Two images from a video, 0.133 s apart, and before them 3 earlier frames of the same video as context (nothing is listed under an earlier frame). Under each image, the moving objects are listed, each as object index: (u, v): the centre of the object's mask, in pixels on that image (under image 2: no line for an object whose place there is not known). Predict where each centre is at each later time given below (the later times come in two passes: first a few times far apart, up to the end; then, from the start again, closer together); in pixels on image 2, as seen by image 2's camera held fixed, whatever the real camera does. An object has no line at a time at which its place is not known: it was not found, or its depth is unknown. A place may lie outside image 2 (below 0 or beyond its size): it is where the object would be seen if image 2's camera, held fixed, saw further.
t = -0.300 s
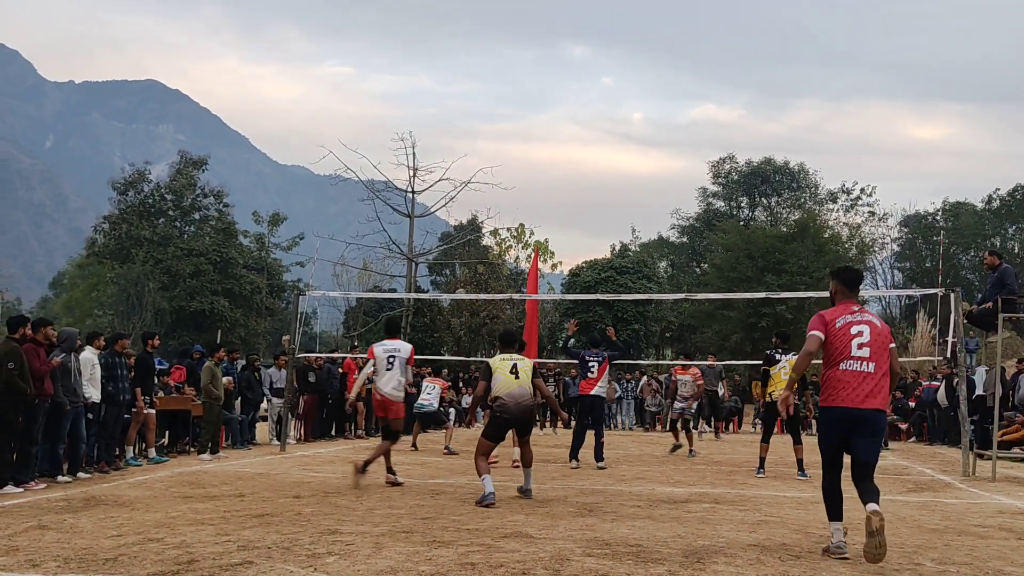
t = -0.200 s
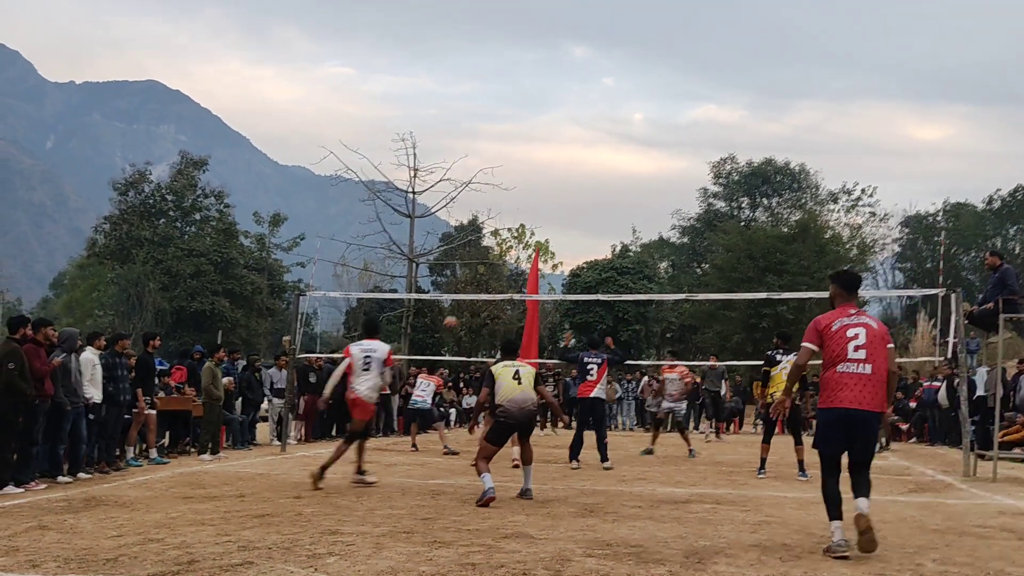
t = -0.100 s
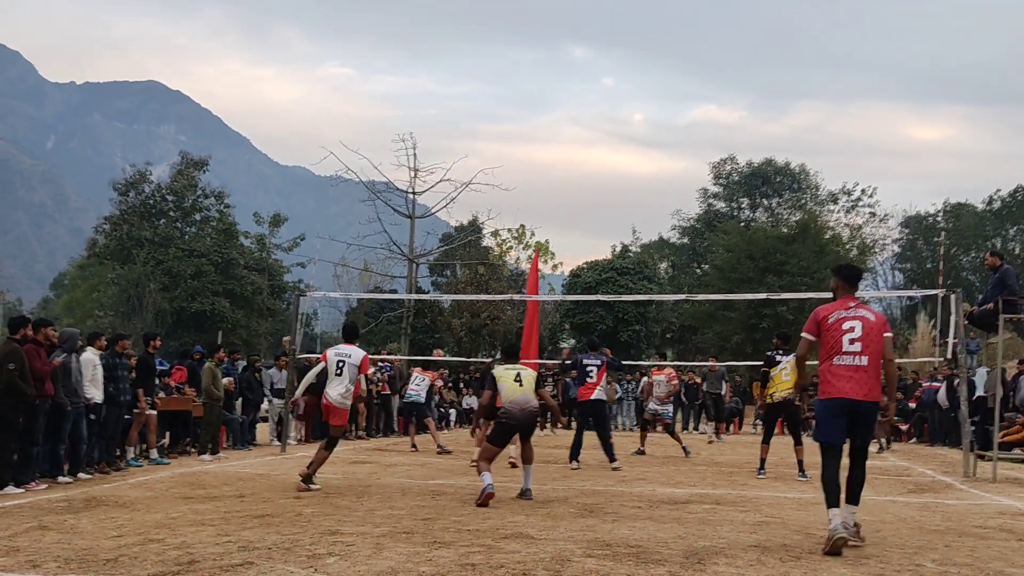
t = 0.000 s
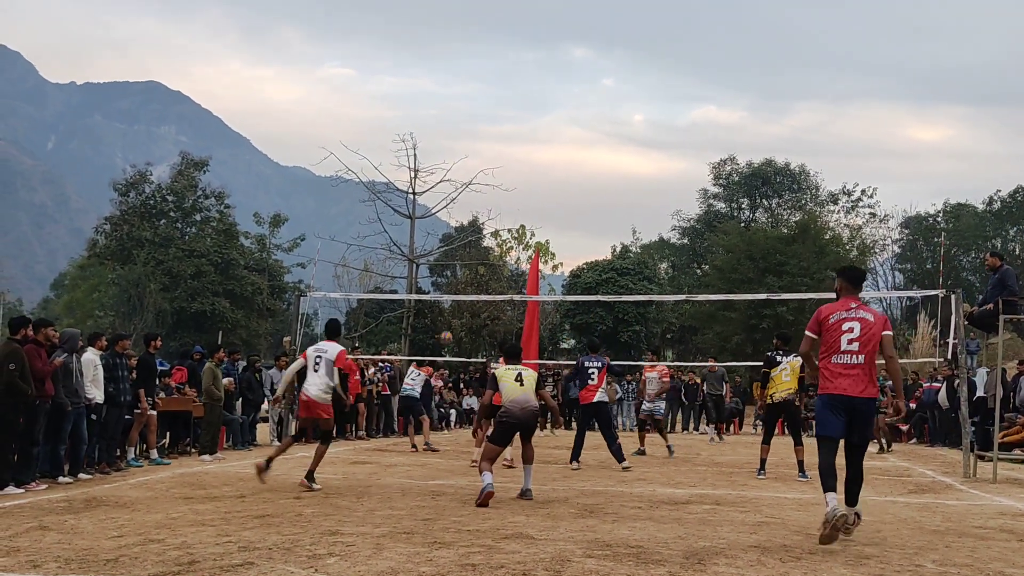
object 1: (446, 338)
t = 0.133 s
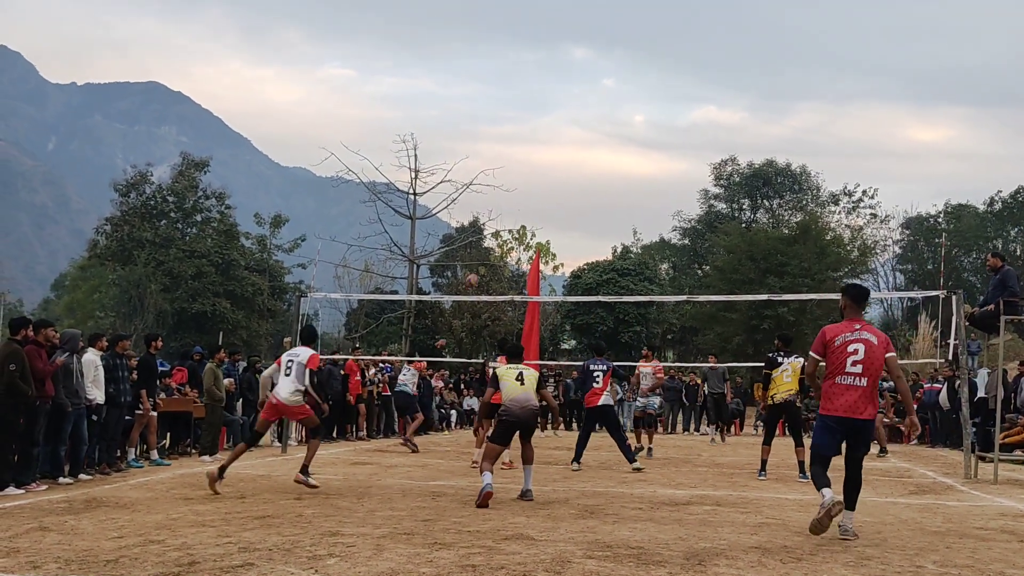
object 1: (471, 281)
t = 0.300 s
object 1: (502, 224)
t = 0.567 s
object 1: (550, 165)
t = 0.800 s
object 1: (590, 146)
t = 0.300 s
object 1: (502, 224)
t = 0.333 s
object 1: (508, 215)
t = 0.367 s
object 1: (514, 206)
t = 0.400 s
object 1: (520, 197)
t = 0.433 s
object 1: (526, 190)
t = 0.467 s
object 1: (532, 183)
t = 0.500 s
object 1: (538, 176)
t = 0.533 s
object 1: (544, 170)
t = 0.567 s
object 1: (550, 165)
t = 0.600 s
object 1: (556, 161)
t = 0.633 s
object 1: (561, 157)
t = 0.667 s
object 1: (567, 154)
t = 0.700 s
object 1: (573, 151)
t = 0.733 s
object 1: (579, 149)
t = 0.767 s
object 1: (584, 147)
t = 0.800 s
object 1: (590, 146)
